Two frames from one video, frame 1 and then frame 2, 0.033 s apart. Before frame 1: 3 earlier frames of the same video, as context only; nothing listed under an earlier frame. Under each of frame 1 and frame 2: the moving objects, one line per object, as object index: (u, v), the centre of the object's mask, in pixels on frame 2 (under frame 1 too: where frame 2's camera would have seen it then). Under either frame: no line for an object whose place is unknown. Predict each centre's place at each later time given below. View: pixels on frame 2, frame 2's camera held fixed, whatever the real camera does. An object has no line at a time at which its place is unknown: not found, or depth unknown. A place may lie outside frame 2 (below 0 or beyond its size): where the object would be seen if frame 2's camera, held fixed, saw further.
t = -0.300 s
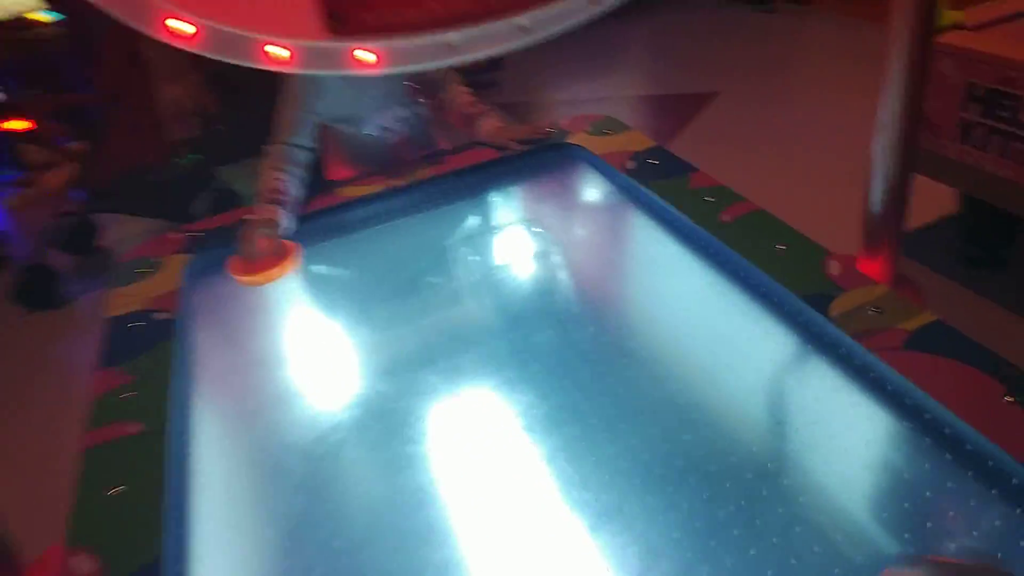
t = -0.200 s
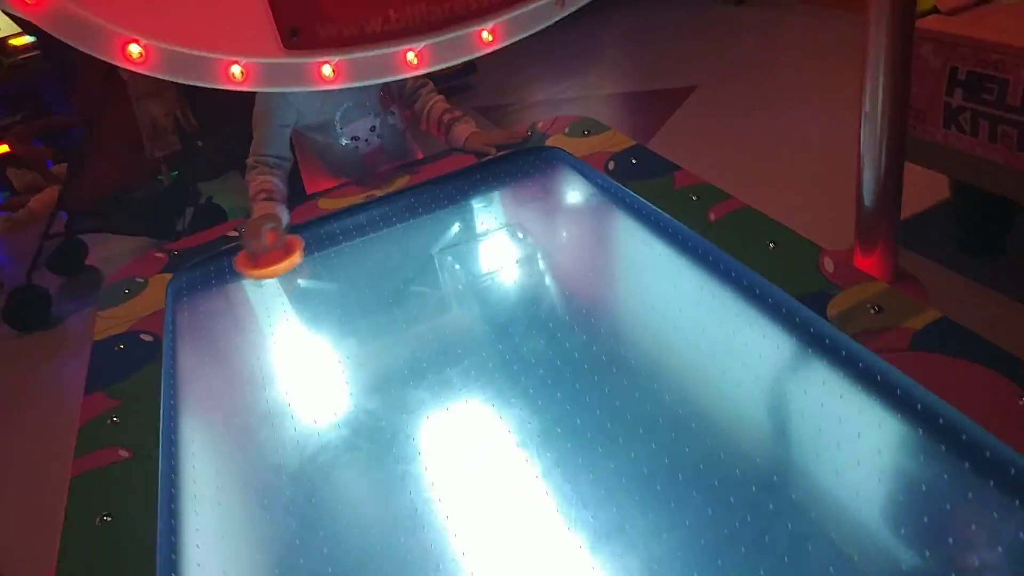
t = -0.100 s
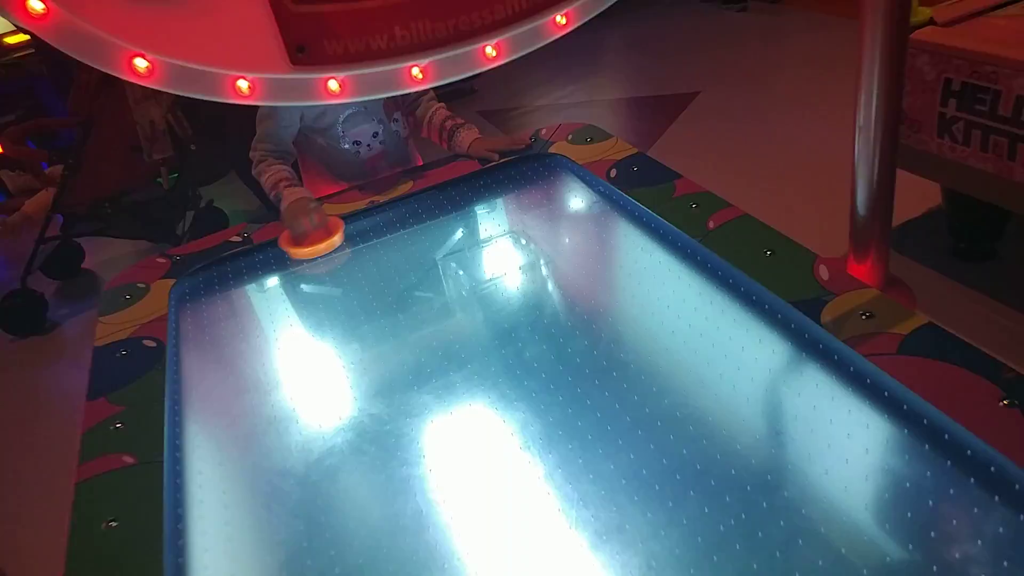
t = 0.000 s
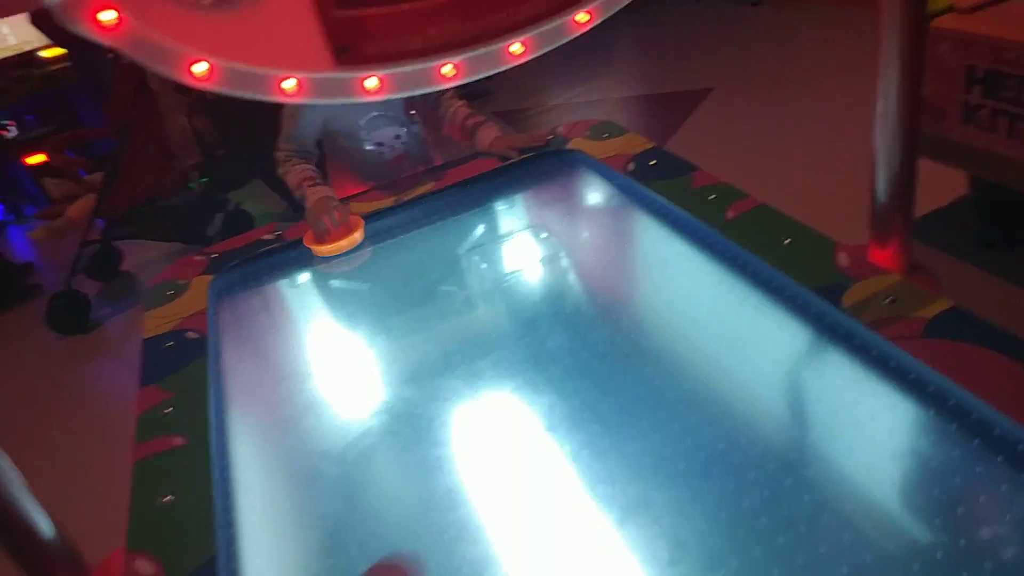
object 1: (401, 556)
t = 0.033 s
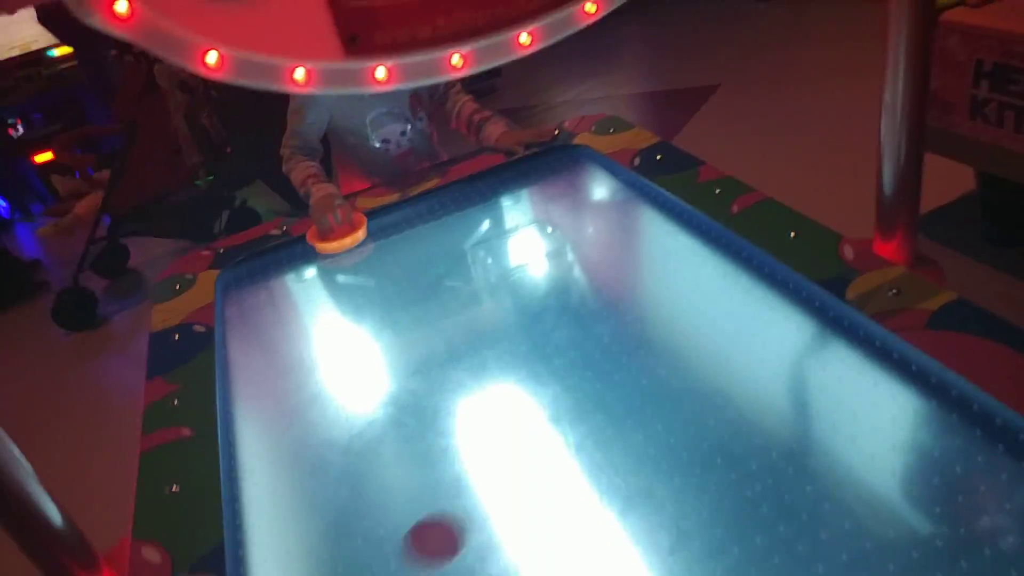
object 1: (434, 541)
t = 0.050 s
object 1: (453, 523)
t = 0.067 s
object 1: (473, 507)
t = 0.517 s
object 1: (710, 293)
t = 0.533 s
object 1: (699, 298)
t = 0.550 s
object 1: (686, 303)
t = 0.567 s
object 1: (674, 309)
